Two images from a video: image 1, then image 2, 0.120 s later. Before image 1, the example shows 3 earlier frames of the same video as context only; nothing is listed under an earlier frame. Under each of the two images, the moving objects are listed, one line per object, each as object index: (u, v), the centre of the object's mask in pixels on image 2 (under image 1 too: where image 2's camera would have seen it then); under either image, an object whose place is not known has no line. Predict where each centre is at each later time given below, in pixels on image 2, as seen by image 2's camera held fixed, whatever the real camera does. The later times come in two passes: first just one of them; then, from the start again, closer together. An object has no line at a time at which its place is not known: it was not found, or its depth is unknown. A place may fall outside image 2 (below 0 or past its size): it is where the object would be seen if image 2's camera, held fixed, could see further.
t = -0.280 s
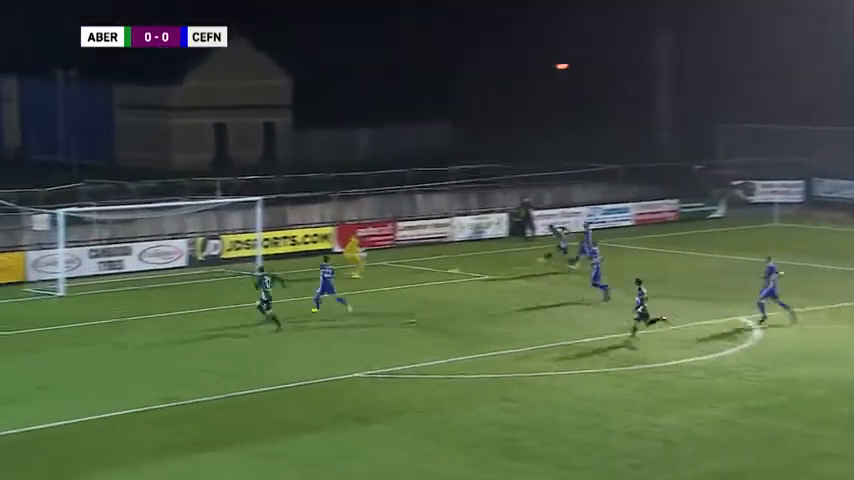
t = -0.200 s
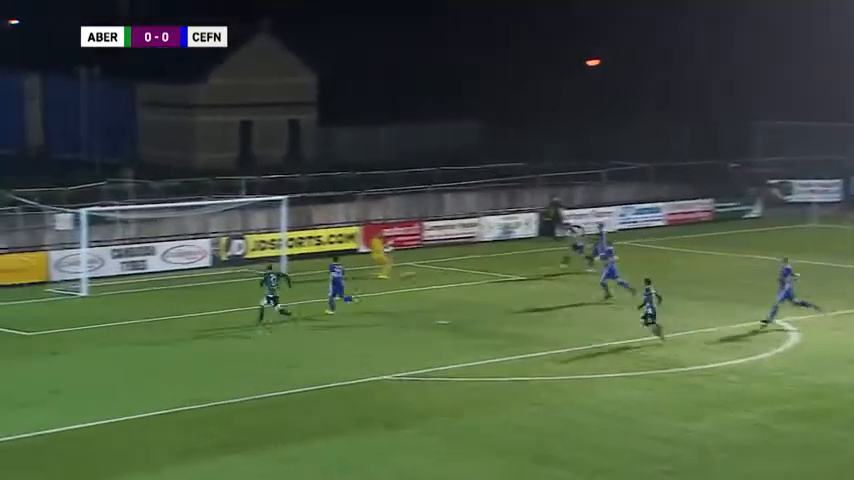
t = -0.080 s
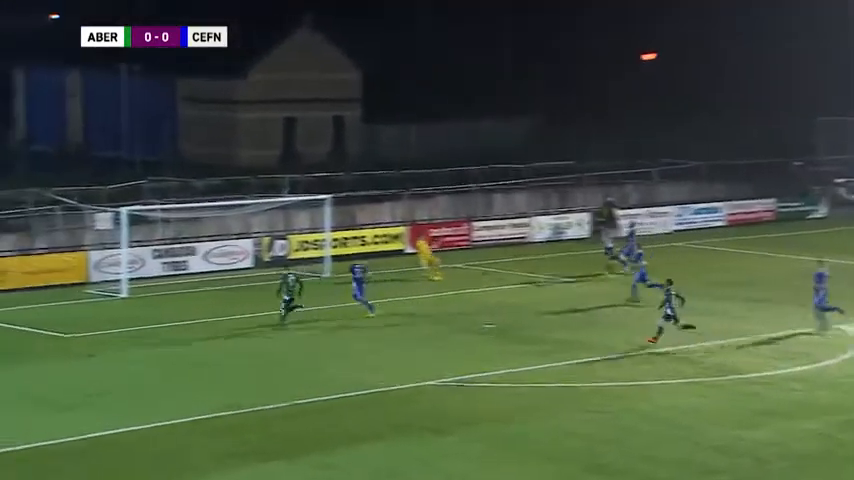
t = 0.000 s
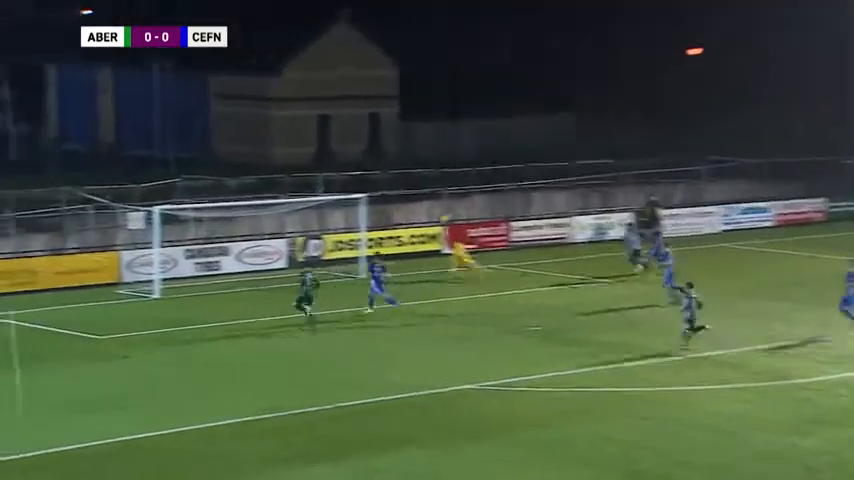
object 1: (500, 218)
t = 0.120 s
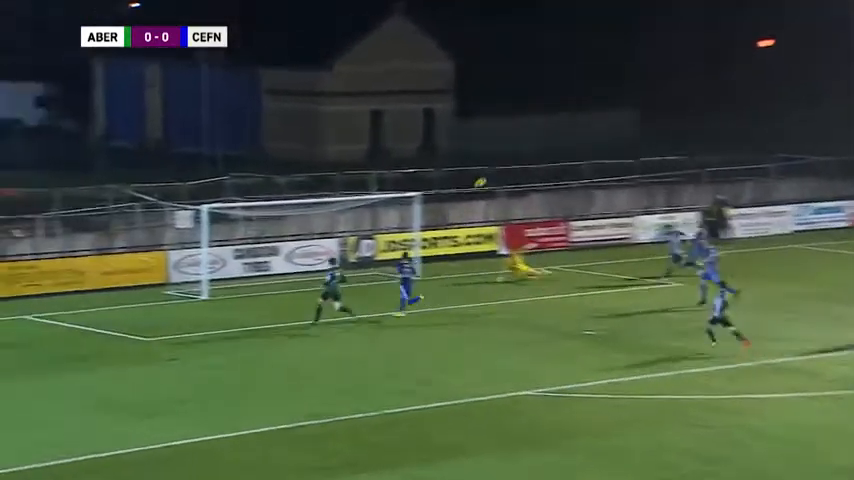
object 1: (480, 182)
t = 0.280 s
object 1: (451, 144)
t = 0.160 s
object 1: (472, 173)
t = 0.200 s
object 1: (466, 162)
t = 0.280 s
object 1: (451, 144)
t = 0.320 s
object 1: (444, 137)
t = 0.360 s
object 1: (437, 129)
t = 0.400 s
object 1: (429, 123)
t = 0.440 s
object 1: (420, 117)
